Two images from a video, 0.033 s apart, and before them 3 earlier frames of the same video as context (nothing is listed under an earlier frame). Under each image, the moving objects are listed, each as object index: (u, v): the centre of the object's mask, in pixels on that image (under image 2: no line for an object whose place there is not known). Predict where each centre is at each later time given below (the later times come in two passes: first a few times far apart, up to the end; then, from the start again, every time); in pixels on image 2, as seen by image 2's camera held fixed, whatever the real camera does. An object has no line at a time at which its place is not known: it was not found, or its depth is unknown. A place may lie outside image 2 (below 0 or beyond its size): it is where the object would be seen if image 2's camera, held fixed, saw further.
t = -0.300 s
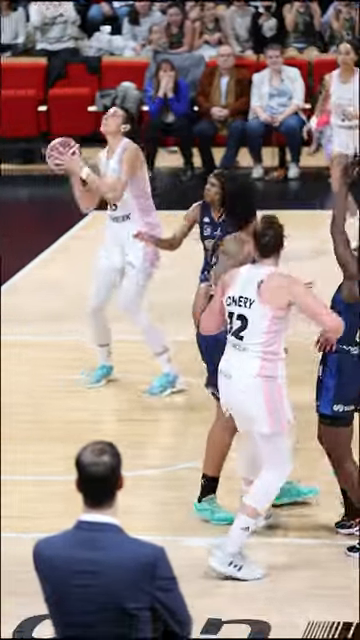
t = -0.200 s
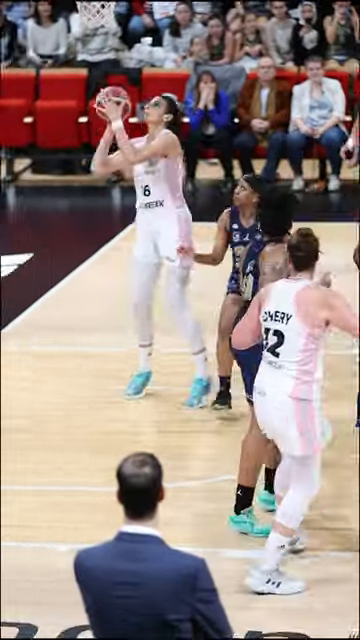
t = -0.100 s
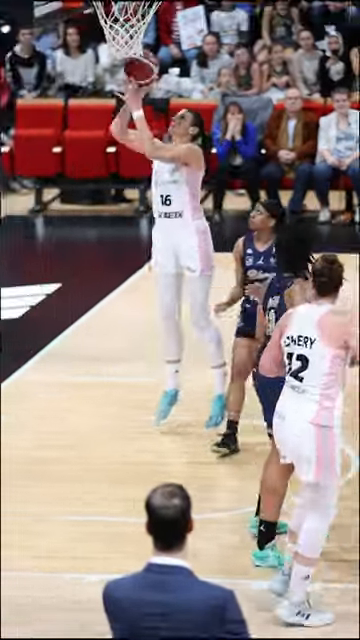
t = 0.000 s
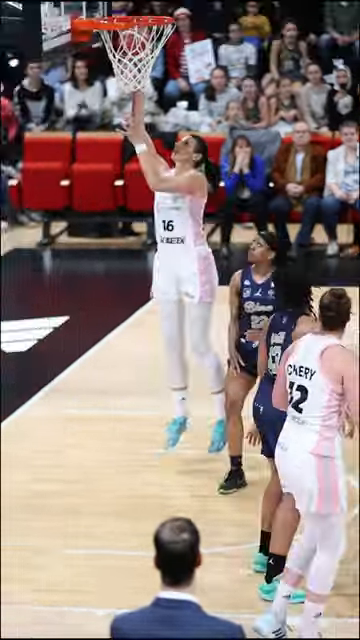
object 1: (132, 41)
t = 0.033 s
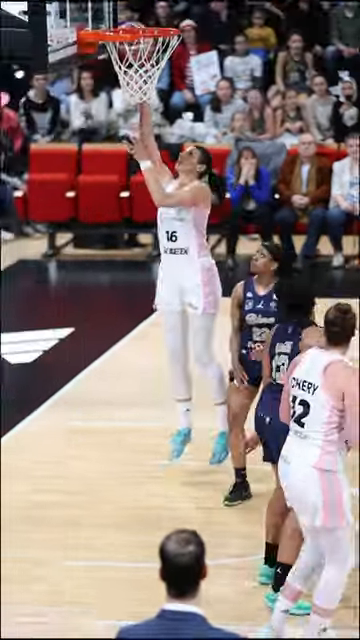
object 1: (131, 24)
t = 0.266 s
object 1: (124, -22)
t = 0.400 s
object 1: (135, -24)
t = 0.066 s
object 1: (126, 17)
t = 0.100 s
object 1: (120, 11)
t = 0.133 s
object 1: (113, -2)
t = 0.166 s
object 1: (116, -8)
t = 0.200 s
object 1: (119, -15)
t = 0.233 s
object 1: (120, -18)
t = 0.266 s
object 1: (124, -22)
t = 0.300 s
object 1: (127, -24)
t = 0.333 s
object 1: (129, -24)
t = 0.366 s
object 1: (131, -25)
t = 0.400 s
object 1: (135, -24)
